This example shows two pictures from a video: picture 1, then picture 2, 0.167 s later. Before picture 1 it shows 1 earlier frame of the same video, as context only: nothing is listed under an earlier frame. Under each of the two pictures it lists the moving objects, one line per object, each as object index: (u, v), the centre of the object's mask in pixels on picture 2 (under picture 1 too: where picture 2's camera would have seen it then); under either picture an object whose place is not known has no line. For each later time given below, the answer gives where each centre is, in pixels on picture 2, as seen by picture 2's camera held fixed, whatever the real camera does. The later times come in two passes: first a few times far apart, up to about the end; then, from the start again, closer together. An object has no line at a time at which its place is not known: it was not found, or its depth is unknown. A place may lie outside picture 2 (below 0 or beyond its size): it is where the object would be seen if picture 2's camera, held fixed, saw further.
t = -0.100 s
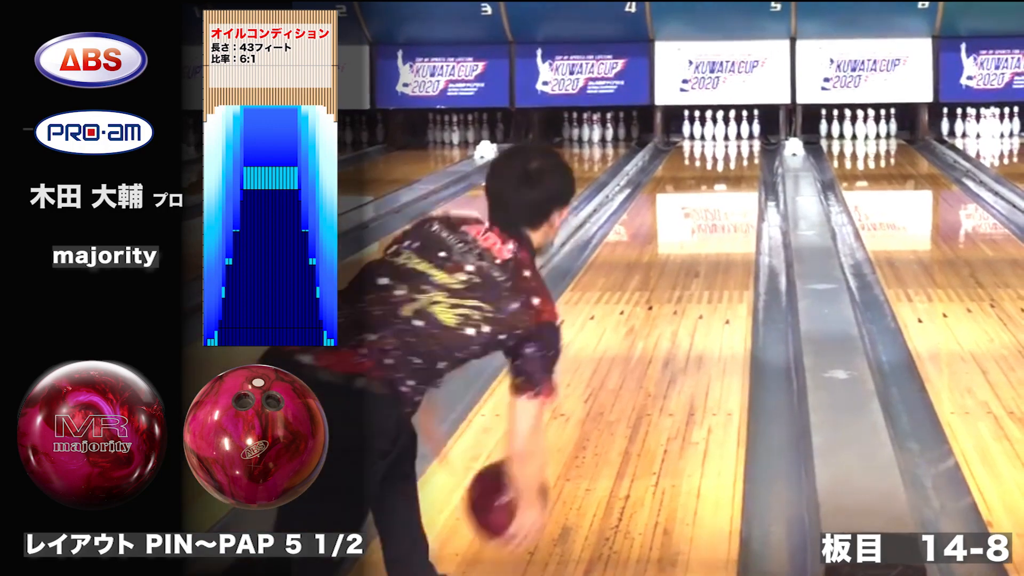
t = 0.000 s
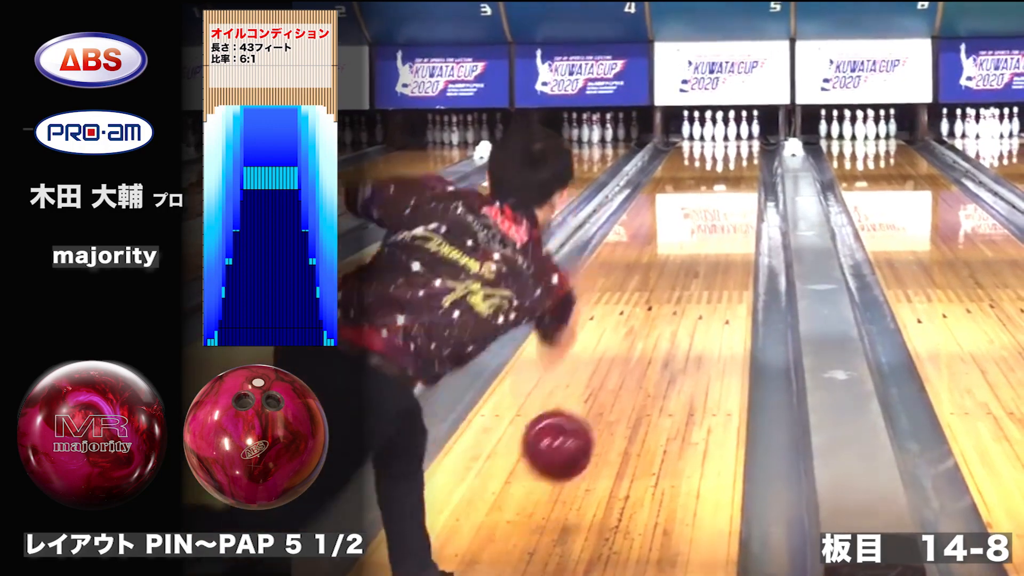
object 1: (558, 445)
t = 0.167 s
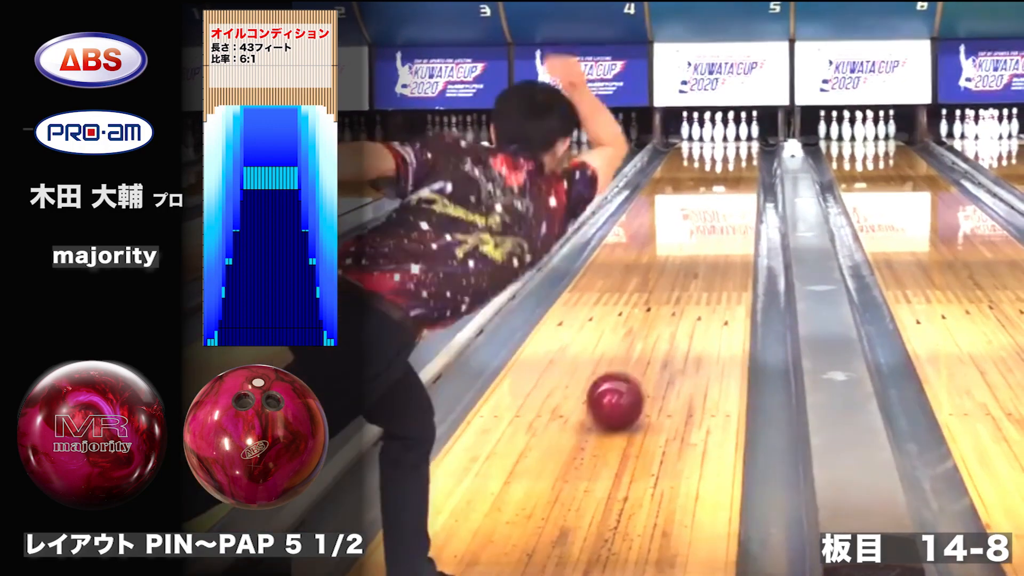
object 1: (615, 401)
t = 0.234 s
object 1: (631, 375)
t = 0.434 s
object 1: (668, 315)
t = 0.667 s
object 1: (696, 270)
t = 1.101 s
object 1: (728, 209)
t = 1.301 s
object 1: (736, 191)
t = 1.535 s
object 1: (743, 174)
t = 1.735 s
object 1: (747, 161)
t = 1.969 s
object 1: (747, 150)
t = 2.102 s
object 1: (743, 145)
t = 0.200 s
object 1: (624, 387)
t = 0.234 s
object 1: (631, 375)
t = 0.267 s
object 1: (639, 364)
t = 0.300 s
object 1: (645, 353)
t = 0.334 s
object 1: (652, 343)
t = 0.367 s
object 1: (658, 333)
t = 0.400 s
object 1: (663, 324)
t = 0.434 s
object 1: (668, 315)
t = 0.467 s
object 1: (673, 307)
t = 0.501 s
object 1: (678, 300)
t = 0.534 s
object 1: (682, 293)
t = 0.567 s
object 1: (686, 287)
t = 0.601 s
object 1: (690, 281)
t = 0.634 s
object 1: (693, 275)
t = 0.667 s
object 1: (696, 270)
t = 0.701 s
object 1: (699, 264)
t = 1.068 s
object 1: (726, 213)
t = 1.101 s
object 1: (728, 209)
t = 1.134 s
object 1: (729, 206)
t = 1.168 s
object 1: (731, 202)
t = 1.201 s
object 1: (733, 199)
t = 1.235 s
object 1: (734, 196)
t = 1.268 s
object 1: (735, 194)
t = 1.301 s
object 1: (736, 191)
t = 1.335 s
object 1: (737, 188)
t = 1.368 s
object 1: (739, 185)
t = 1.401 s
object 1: (740, 183)
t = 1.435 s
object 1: (741, 181)
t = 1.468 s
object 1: (742, 178)
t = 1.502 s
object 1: (743, 176)
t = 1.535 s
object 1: (743, 174)
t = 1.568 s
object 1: (744, 172)
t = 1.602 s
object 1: (745, 169)
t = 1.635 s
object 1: (745, 167)
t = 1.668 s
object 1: (746, 165)
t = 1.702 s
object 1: (747, 163)
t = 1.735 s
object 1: (747, 161)
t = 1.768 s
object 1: (747, 159)
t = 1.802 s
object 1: (747, 157)
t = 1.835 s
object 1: (748, 156)
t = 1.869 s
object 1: (747, 154)
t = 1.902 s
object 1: (747, 153)
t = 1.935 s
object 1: (747, 151)
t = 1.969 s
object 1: (747, 150)
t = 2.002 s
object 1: (745, 149)
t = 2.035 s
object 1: (745, 148)
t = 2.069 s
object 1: (744, 147)
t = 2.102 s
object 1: (743, 145)
